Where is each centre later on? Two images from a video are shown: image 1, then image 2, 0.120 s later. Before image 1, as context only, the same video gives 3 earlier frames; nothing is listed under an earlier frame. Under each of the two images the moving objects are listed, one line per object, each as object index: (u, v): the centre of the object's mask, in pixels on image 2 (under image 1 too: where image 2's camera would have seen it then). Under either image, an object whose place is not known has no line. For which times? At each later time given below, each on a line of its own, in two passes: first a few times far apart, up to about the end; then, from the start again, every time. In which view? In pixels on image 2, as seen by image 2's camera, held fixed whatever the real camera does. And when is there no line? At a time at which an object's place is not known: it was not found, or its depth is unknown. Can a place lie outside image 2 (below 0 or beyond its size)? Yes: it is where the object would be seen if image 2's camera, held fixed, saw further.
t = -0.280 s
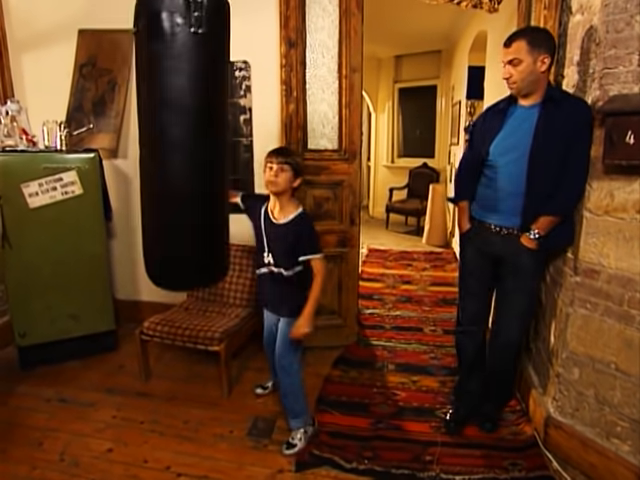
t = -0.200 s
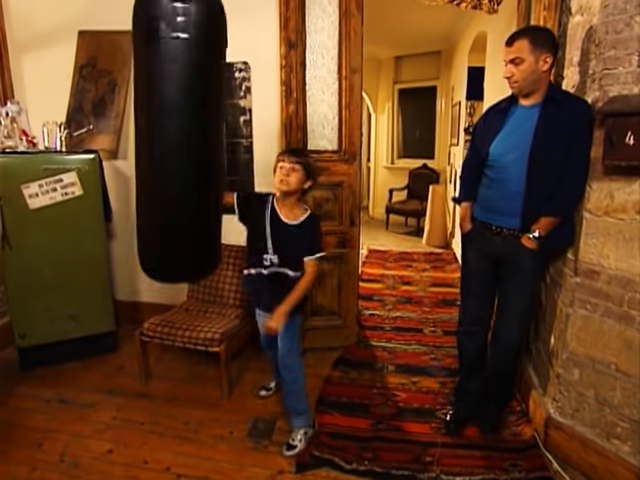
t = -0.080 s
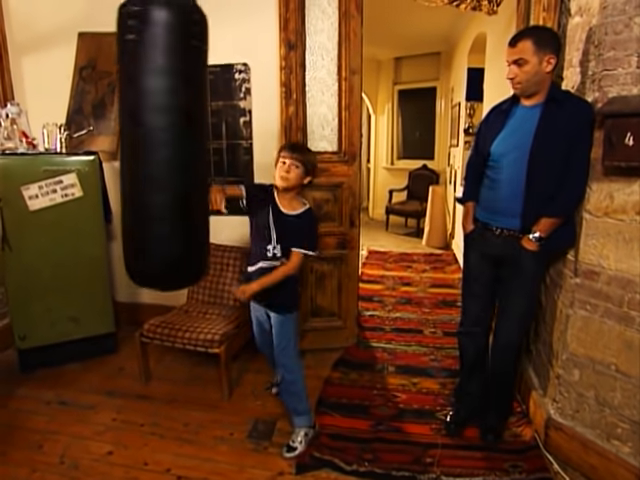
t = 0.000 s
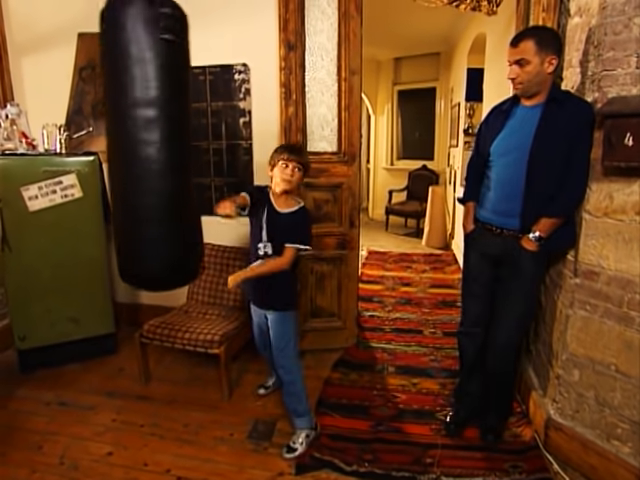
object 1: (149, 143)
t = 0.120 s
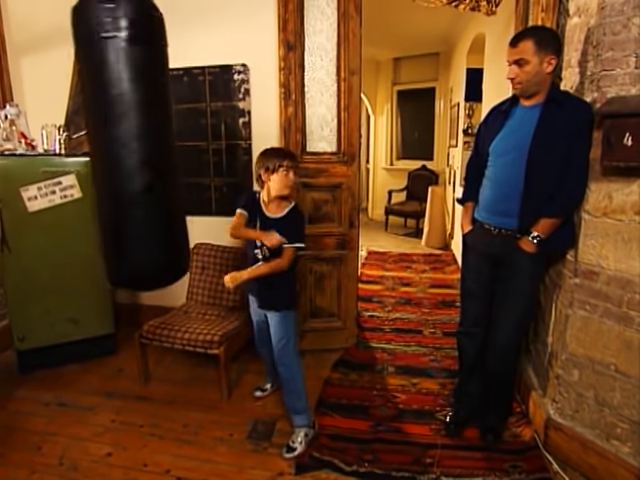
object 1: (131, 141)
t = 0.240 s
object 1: (117, 137)
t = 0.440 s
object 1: (99, 138)
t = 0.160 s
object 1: (126, 140)
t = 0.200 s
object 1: (121, 138)
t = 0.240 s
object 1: (117, 137)
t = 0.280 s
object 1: (113, 137)
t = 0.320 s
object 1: (109, 136)
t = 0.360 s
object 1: (105, 136)
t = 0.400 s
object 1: (102, 137)
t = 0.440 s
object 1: (99, 138)
